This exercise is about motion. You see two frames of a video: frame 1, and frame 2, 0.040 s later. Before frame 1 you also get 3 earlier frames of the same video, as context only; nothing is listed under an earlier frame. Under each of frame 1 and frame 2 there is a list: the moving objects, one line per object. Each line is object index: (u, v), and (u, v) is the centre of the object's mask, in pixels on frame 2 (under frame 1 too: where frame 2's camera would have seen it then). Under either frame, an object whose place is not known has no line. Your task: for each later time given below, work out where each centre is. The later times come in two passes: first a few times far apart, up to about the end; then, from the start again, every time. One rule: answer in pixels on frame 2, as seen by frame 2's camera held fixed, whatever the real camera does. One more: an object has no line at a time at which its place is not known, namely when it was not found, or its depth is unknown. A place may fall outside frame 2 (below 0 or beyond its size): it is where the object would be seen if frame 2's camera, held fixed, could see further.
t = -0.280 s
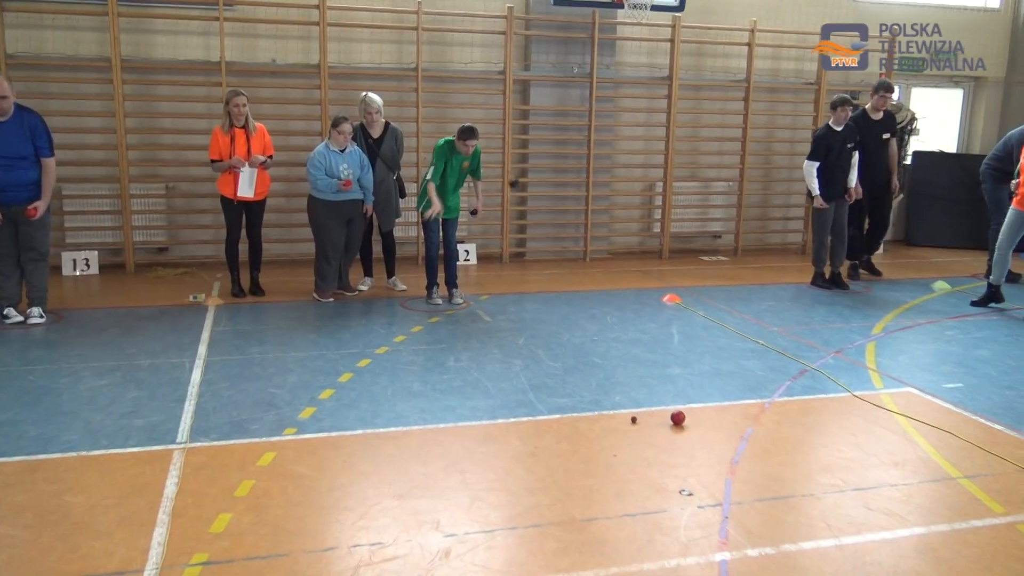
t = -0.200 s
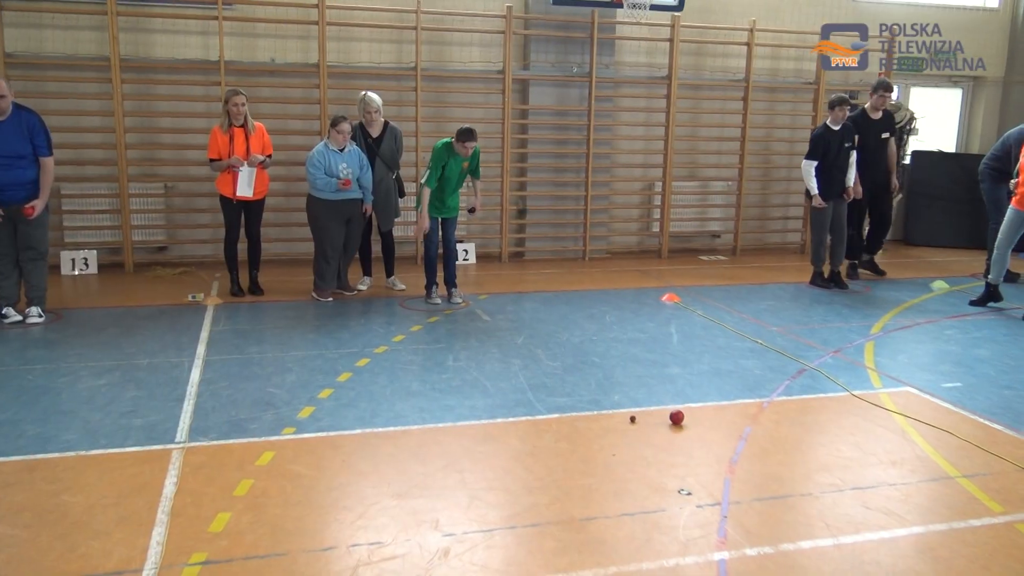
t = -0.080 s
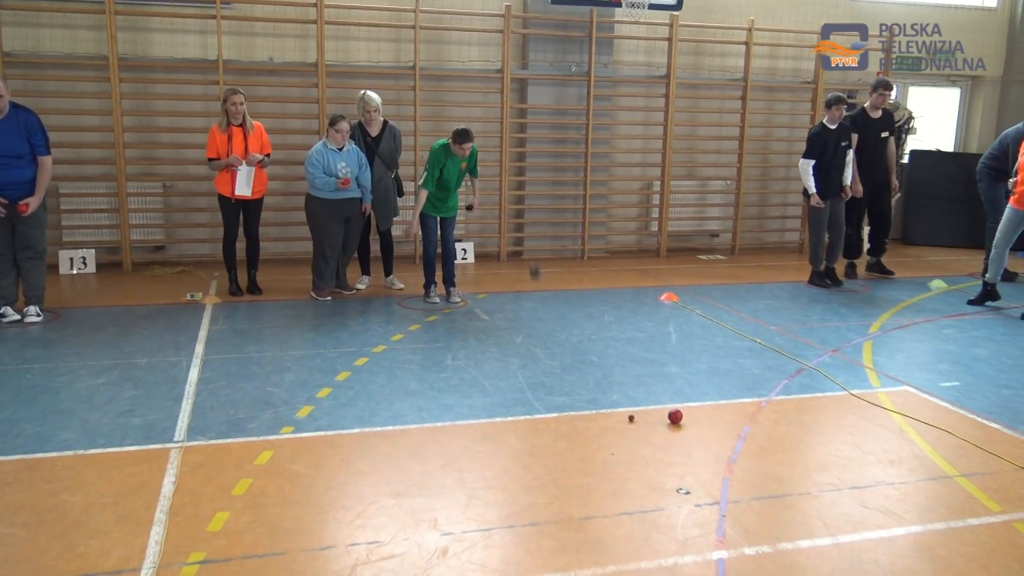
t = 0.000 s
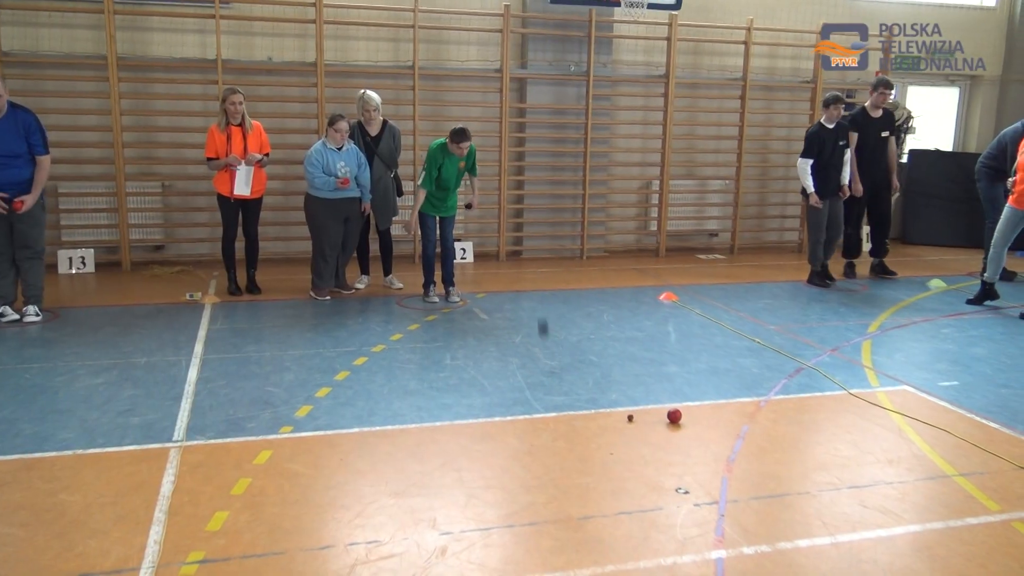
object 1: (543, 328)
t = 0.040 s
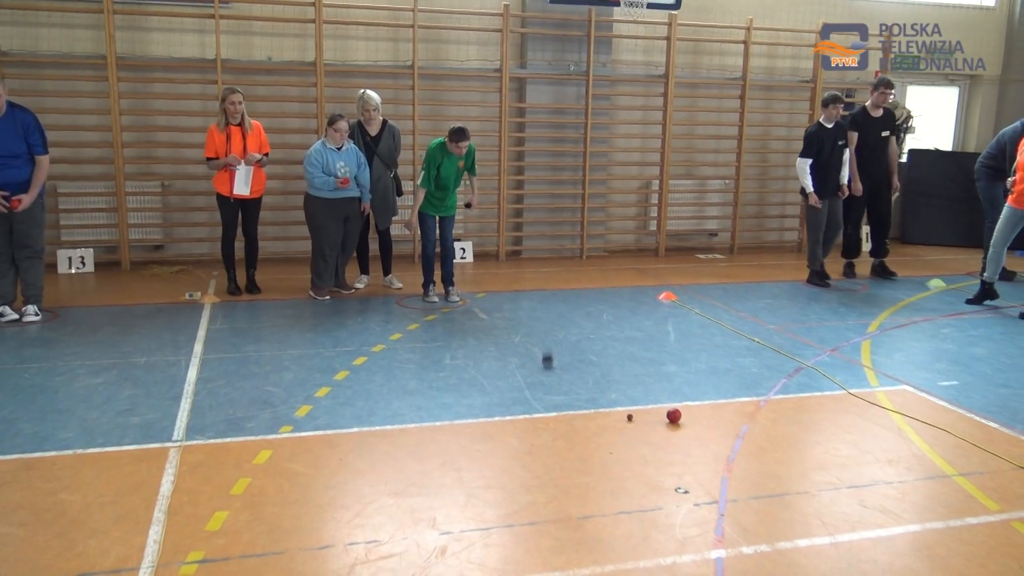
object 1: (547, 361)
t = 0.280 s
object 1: (551, 361)
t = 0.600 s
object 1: (561, 387)
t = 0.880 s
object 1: (569, 400)
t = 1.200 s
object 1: (576, 414)
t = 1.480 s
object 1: (581, 427)
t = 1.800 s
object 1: (584, 441)
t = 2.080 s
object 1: (585, 454)
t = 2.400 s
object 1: (582, 467)
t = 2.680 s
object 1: (581, 478)
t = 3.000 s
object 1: (572, 488)
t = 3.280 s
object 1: (566, 496)
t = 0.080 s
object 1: (548, 356)
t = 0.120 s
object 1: (549, 352)
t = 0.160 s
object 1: (550, 351)
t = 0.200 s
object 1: (550, 351)
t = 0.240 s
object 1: (551, 355)
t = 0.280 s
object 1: (551, 361)
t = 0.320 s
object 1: (552, 370)
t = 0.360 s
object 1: (553, 374)
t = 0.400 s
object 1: (554, 375)
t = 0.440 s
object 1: (556, 379)
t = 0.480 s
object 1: (557, 381)
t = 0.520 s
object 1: (558, 383)
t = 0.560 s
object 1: (560, 385)
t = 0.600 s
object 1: (561, 387)
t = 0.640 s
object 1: (562, 389)
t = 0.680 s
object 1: (563, 390)
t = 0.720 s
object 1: (565, 392)
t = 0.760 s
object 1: (566, 394)
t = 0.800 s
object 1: (567, 396)
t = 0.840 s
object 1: (568, 398)
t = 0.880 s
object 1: (569, 400)
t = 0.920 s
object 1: (570, 402)
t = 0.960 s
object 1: (571, 403)
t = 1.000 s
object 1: (572, 405)
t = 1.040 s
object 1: (573, 407)
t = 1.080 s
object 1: (574, 409)
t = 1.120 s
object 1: (574, 411)
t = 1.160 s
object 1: (575, 412)
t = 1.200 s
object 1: (576, 414)
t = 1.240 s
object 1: (577, 416)
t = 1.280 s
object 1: (578, 418)
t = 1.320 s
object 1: (579, 420)
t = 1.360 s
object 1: (579, 422)
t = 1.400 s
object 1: (580, 423)
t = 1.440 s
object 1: (580, 425)
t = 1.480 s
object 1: (581, 427)
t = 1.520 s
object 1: (581, 429)
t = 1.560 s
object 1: (582, 431)
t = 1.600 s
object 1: (582, 433)
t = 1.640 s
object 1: (582, 434)
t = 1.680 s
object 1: (583, 436)
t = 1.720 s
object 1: (584, 438)
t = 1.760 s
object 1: (584, 439)
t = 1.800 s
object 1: (584, 441)
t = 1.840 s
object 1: (584, 443)
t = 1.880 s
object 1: (584, 445)
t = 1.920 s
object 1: (584, 447)
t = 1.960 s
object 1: (584, 448)
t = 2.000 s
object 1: (584, 450)
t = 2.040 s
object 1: (585, 452)
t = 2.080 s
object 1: (585, 454)
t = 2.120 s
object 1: (585, 455)
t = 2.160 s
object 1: (585, 457)
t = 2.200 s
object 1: (585, 458)
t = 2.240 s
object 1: (585, 460)
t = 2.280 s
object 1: (584, 462)
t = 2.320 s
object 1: (583, 464)
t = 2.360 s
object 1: (583, 465)
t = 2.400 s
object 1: (582, 467)
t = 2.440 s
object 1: (582, 468)
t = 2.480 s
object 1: (582, 470)
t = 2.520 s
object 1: (582, 472)
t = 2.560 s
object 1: (581, 473)
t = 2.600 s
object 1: (581, 475)
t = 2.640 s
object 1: (581, 476)
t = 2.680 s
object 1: (581, 478)
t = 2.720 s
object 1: (580, 479)
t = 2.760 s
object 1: (580, 480)
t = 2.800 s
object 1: (578, 482)
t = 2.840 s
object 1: (577, 483)
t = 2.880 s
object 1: (576, 485)
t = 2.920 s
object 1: (574, 486)
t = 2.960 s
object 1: (573, 487)
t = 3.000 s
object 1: (572, 488)
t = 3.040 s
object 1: (571, 489)
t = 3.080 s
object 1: (570, 490)
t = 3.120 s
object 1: (569, 491)
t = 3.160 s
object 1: (568, 492)
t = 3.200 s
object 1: (567, 494)
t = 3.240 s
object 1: (567, 495)
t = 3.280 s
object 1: (566, 496)
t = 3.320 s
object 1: (566, 497)
